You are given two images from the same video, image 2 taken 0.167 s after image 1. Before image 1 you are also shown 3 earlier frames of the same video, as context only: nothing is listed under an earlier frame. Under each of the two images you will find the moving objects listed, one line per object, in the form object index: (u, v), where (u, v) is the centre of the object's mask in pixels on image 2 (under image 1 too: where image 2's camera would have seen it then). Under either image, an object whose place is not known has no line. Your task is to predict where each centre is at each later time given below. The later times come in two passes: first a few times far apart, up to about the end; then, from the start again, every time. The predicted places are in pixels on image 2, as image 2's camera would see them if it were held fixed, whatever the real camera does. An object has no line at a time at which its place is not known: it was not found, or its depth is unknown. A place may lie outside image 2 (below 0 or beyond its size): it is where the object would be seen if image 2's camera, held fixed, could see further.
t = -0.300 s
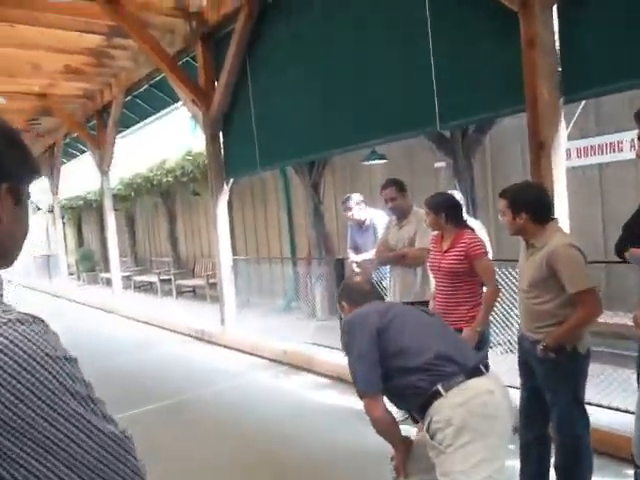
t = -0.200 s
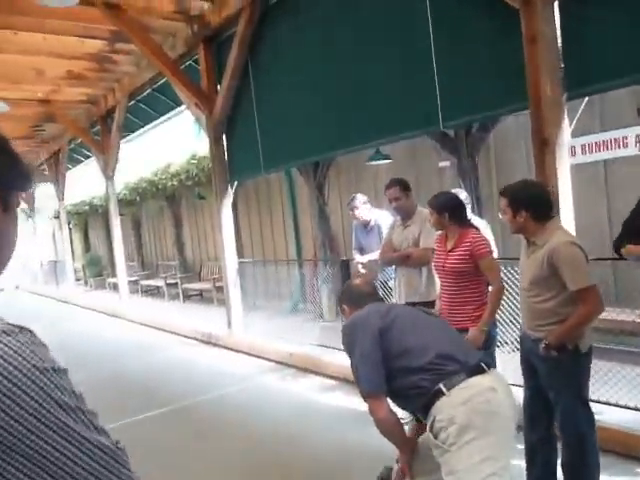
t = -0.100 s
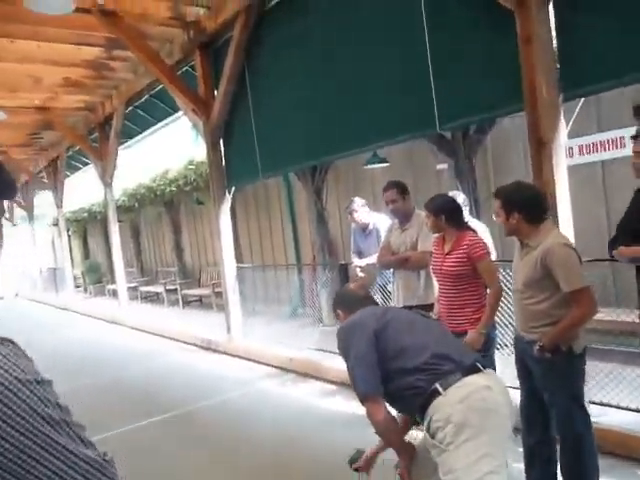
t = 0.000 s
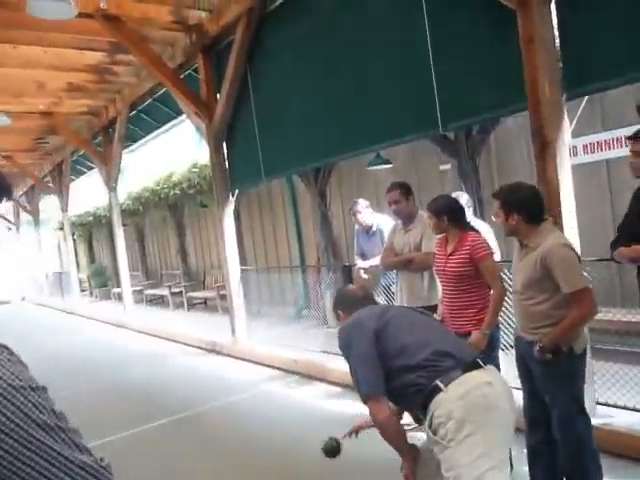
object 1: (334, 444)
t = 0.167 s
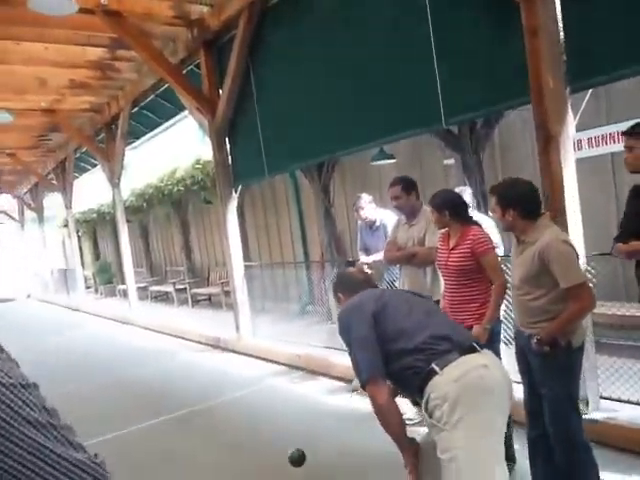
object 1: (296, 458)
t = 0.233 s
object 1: (286, 466)
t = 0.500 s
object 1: (247, 443)
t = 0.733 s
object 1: (221, 426)
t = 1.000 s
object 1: (197, 410)
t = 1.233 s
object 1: (181, 399)
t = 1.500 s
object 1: (165, 388)
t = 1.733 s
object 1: (154, 381)
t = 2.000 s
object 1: (143, 373)
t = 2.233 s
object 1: (134, 368)
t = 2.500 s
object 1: (126, 362)
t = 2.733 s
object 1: (120, 358)
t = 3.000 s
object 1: (114, 353)
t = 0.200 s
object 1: (291, 466)
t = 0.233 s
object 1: (286, 466)
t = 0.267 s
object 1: (280, 459)
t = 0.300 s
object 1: (274, 455)
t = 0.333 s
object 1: (269, 452)
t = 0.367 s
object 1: (265, 451)
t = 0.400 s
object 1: (261, 452)
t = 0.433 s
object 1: (256, 448)
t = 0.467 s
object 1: (252, 446)
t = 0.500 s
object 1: (247, 443)
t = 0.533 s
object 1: (243, 441)
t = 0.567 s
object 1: (239, 438)
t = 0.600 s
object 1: (236, 436)
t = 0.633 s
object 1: (232, 433)
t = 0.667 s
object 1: (228, 431)
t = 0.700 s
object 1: (225, 429)
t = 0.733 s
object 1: (221, 426)
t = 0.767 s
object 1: (218, 424)
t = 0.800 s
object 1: (214, 422)
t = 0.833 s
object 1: (212, 420)
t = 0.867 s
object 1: (209, 418)
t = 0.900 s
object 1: (205, 416)
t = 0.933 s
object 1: (203, 414)
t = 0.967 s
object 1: (200, 412)
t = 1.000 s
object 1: (197, 410)
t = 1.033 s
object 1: (195, 409)
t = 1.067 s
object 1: (192, 407)
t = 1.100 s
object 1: (190, 405)
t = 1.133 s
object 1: (188, 404)
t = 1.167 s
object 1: (185, 402)
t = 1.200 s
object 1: (183, 401)
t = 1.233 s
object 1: (181, 399)
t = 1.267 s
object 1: (178, 398)
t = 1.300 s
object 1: (177, 396)
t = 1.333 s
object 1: (174, 395)
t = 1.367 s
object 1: (172, 393)
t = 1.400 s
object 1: (170, 392)
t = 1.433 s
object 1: (168, 390)
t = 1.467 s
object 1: (167, 389)
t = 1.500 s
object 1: (165, 388)
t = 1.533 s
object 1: (163, 387)
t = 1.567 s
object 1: (162, 386)
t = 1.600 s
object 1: (160, 385)
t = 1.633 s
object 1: (159, 384)
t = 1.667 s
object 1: (157, 383)
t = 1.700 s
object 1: (155, 382)
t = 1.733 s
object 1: (154, 381)
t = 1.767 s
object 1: (152, 380)
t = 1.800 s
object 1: (151, 379)
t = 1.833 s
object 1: (150, 378)
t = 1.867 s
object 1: (148, 376)
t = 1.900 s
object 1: (147, 376)
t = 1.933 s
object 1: (145, 375)
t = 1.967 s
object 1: (144, 374)
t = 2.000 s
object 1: (143, 373)
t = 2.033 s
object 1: (141, 372)
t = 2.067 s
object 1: (140, 371)
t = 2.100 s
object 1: (139, 370)
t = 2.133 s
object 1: (138, 370)
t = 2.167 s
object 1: (137, 370)
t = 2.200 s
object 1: (135, 369)
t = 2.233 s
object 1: (134, 368)
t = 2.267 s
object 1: (133, 367)
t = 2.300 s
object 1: (132, 367)
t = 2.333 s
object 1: (131, 366)
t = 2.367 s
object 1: (130, 365)
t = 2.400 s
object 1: (129, 365)
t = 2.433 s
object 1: (128, 364)
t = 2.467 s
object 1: (127, 363)
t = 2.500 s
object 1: (126, 362)
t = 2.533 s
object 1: (125, 362)
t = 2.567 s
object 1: (124, 361)
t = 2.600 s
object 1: (123, 360)
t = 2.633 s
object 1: (122, 360)
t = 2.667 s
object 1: (122, 359)
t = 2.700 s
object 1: (121, 358)
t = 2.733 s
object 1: (120, 358)
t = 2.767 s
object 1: (119, 357)
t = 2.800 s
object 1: (119, 357)
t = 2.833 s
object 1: (118, 356)
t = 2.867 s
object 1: (117, 356)
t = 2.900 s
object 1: (116, 355)
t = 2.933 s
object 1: (116, 355)
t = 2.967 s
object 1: (115, 354)
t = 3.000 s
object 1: (114, 353)
